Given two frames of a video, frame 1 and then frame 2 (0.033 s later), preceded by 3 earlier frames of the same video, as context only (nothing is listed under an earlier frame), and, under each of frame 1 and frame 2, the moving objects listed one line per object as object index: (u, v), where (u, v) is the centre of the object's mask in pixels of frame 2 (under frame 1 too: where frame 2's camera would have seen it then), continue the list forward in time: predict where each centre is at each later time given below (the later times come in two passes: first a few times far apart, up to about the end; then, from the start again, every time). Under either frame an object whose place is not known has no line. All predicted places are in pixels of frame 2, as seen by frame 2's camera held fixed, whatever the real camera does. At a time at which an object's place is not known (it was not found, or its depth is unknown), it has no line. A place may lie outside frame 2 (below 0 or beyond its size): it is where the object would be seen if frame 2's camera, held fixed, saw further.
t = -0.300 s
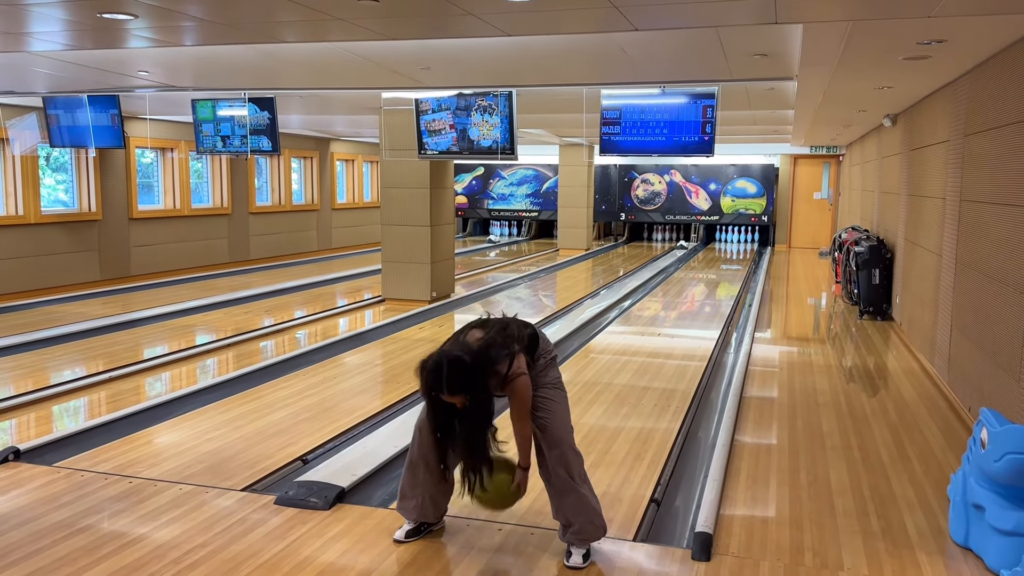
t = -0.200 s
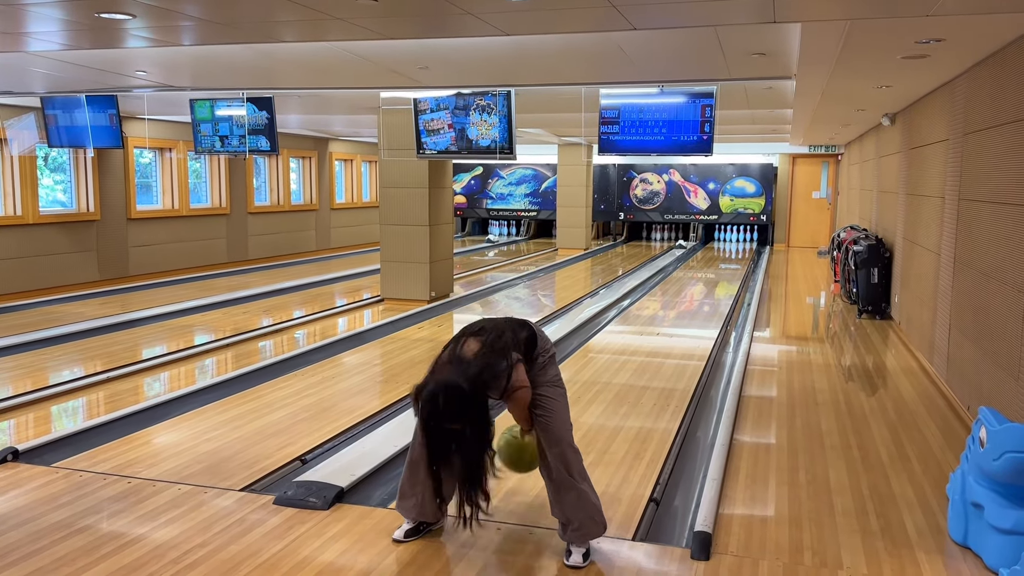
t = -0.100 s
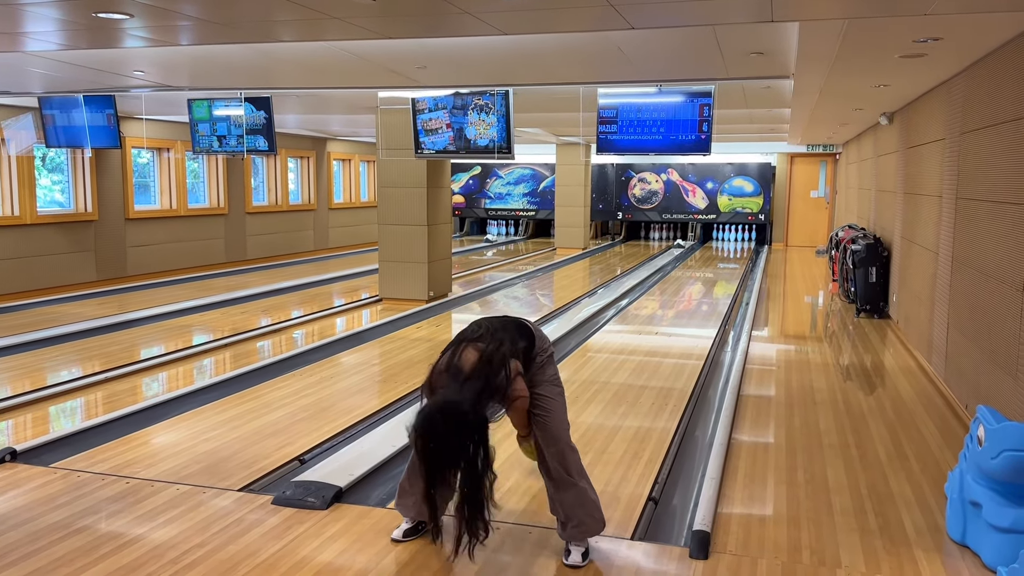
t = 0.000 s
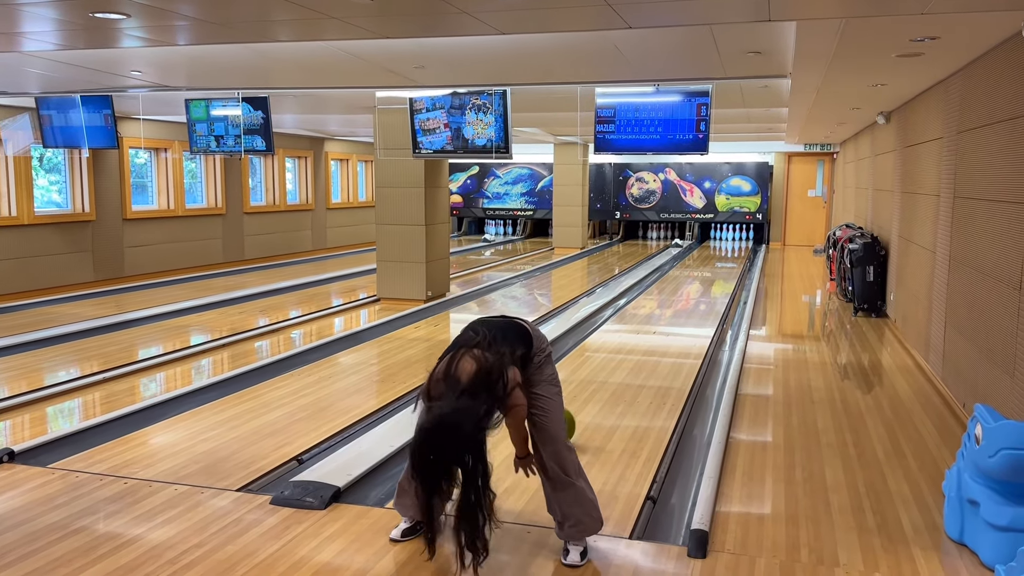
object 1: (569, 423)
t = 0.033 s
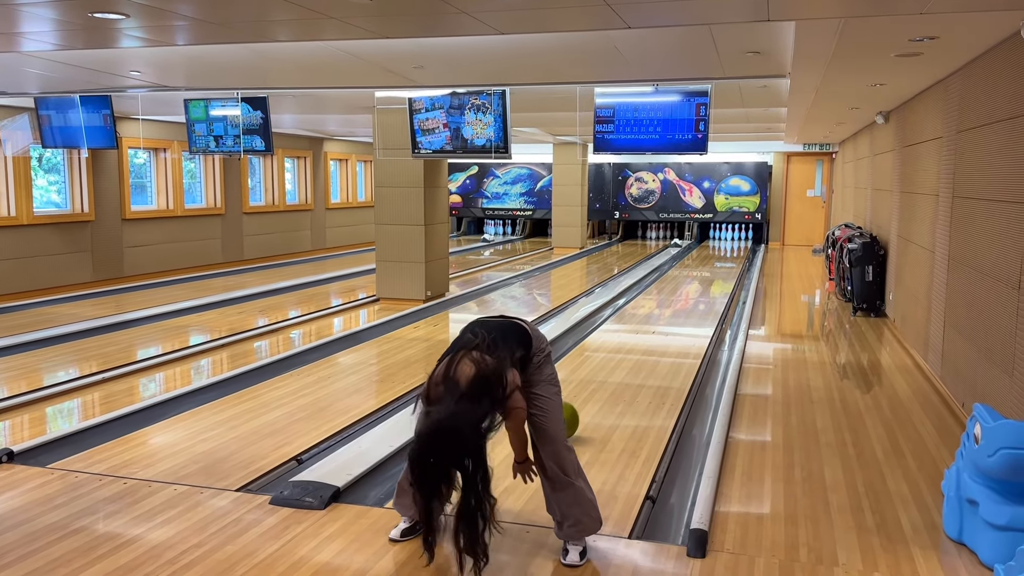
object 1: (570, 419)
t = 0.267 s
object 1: (586, 384)
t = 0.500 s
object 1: (604, 358)
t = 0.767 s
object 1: (619, 336)
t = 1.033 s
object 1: (628, 320)
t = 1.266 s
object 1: (635, 310)
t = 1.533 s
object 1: (639, 300)
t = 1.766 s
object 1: (642, 292)
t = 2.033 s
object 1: (643, 285)
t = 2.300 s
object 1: (644, 282)
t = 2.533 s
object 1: (645, 280)
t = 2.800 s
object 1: (650, 276)
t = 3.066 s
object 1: (656, 272)
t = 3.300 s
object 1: (660, 269)
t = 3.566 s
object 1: (665, 265)
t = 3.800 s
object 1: (668, 263)
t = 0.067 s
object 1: (572, 414)
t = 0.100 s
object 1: (574, 408)
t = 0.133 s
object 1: (575, 403)
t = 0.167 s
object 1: (577, 398)
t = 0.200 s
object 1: (580, 393)
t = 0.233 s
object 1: (583, 388)
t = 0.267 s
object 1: (586, 384)
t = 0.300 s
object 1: (589, 380)
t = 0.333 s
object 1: (592, 376)
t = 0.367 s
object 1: (595, 372)
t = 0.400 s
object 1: (597, 368)
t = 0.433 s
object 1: (600, 364)
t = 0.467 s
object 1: (602, 361)
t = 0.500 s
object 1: (604, 358)
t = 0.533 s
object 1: (606, 354)
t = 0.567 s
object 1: (608, 351)
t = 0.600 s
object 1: (610, 349)
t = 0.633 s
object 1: (612, 346)
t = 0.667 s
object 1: (614, 343)
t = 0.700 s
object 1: (615, 341)
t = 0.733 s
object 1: (617, 338)
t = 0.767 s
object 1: (619, 336)
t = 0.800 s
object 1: (620, 333)
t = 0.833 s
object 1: (622, 331)
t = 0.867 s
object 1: (623, 329)
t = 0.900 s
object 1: (624, 327)
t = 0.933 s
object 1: (625, 326)
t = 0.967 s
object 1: (626, 324)
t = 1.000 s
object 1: (627, 322)
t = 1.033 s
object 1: (628, 320)
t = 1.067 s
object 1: (629, 319)
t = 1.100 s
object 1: (630, 317)
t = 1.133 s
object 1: (631, 316)
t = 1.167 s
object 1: (632, 314)
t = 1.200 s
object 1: (633, 312)
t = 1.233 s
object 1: (634, 311)
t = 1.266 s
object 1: (635, 310)
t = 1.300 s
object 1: (636, 305)
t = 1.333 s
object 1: (636, 306)
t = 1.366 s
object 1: (636, 305)
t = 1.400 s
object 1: (637, 304)
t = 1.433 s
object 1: (637, 303)
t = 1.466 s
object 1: (638, 302)
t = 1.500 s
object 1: (638, 301)
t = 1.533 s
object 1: (639, 300)
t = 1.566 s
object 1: (639, 299)
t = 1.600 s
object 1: (640, 297)
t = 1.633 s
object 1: (640, 296)
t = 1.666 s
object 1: (641, 295)
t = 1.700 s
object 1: (641, 294)
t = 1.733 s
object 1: (641, 293)
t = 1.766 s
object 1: (642, 292)
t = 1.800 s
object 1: (642, 291)
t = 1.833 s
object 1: (642, 290)
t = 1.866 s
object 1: (642, 290)
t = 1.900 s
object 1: (642, 289)
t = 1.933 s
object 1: (642, 288)
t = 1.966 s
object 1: (643, 287)
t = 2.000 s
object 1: (643, 286)
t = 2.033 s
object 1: (643, 285)
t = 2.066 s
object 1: (644, 285)
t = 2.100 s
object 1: (644, 284)
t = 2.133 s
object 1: (644, 283)
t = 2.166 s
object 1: (644, 283)
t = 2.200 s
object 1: (644, 282)
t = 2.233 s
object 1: (644, 282)
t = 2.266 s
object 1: (644, 282)
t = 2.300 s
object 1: (644, 282)
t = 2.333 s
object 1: (643, 282)
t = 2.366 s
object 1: (642, 283)
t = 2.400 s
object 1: (642, 283)
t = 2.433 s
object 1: (643, 282)
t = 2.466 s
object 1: (644, 281)
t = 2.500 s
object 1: (645, 280)
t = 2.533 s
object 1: (645, 280)
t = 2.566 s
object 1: (645, 280)
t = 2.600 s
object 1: (646, 279)
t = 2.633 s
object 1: (647, 279)
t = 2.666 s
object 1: (647, 278)
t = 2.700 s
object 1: (648, 277)
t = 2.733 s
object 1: (649, 277)
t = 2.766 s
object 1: (650, 276)
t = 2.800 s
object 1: (650, 276)
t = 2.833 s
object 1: (651, 275)
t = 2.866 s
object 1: (652, 275)
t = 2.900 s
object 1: (653, 274)
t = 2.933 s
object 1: (653, 274)
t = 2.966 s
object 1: (654, 273)
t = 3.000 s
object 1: (655, 273)
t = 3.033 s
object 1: (656, 272)
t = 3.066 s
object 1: (656, 272)
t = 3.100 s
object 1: (656, 271)
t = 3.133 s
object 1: (657, 271)
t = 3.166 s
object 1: (657, 270)
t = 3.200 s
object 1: (658, 270)
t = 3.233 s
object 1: (659, 269)
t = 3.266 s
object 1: (660, 269)
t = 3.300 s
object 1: (660, 269)
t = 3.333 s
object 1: (661, 268)
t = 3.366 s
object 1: (661, 268)
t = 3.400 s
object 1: (661, 268)
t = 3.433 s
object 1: (663, 266)
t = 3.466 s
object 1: (663, 266)
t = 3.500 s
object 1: (663, 266)
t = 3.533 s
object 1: (664, 265)
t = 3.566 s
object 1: (665, 265)
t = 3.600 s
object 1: (665, 264)
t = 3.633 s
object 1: (666, 264)
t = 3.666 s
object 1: (667, 263)
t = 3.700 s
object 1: (667, 263)
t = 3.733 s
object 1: (667, 263)
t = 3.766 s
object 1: (667, 263)
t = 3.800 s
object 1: (668, 263)
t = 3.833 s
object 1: (668, 261)
